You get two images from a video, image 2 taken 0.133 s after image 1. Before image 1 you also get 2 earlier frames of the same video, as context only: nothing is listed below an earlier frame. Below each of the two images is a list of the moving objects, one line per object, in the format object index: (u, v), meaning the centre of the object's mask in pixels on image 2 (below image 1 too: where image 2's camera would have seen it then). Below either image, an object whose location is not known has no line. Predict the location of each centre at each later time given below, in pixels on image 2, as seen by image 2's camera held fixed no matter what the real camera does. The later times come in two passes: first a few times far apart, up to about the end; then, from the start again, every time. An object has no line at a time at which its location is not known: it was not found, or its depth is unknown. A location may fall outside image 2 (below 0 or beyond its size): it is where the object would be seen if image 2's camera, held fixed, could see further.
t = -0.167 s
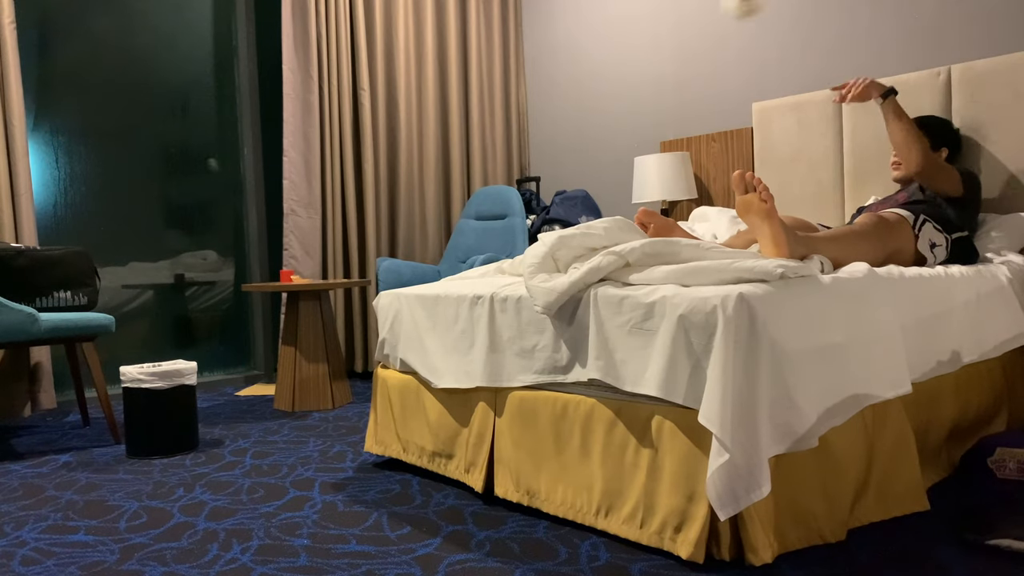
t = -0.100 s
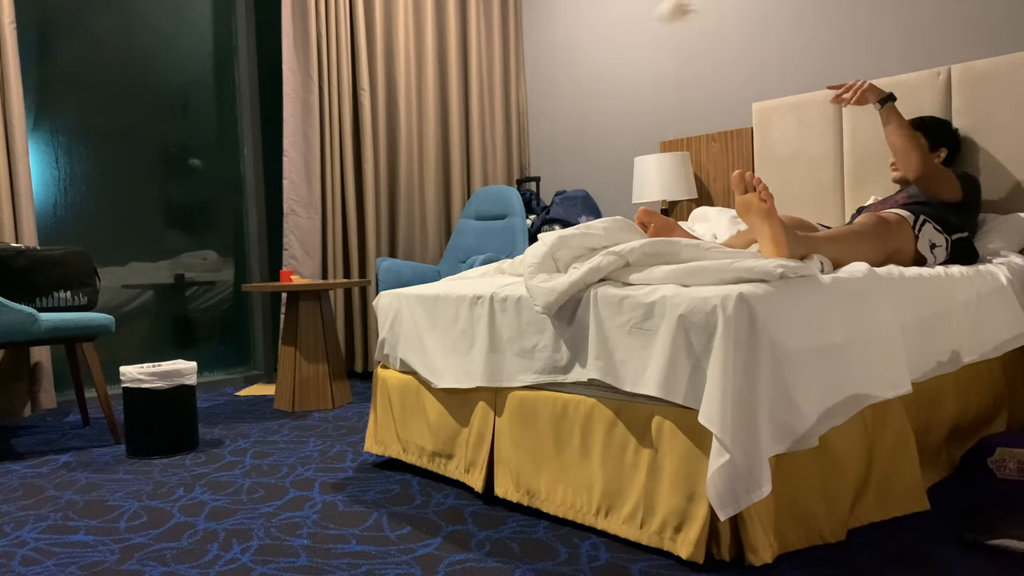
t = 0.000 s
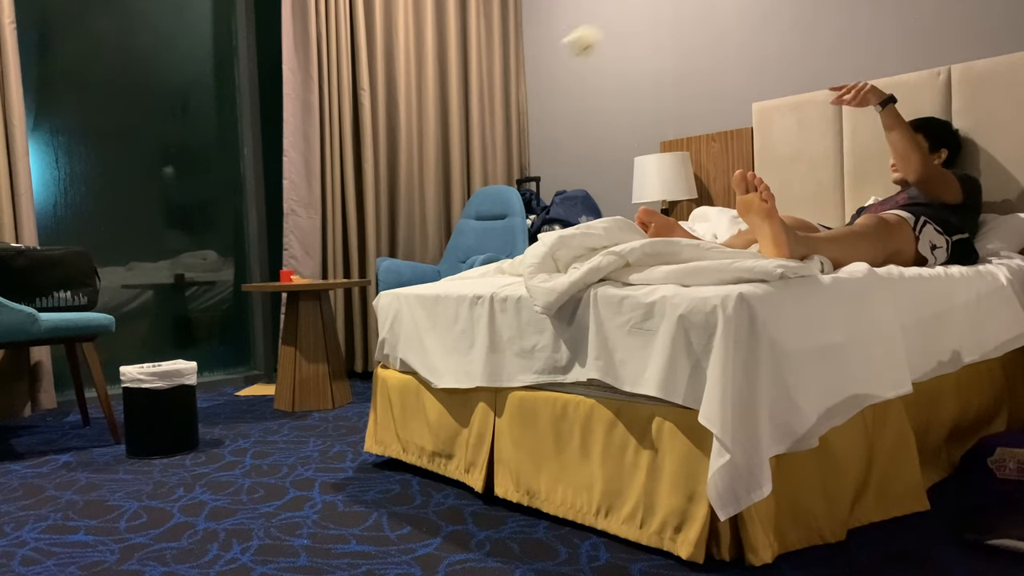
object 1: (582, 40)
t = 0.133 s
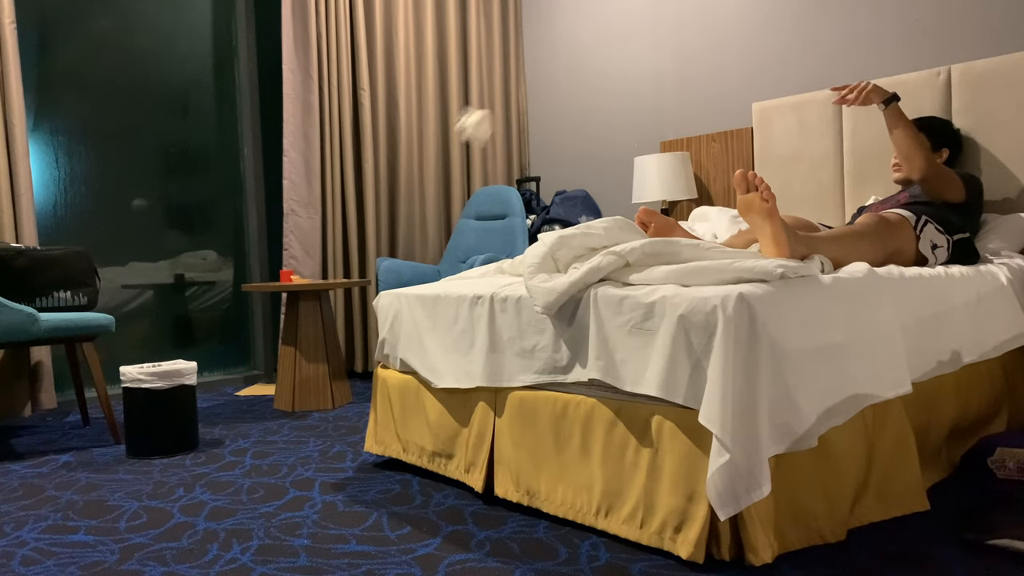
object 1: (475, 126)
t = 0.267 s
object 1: (391, 232)
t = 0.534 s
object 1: (293, 422)
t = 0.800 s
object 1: (298, 431)
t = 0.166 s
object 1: (452, 151)
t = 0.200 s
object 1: (431, 177)
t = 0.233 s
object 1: (410, 203)
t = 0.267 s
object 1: (391, 232)
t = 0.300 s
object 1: (371, 262)
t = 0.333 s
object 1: (355, 295)
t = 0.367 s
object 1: (336, 327)
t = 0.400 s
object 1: (319, 362)
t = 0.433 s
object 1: (304, 403)
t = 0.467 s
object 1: (294, 431)
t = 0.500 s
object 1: (293, 424)
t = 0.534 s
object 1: (293, 422)
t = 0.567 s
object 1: (294, 423)
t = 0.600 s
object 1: (294, 427)
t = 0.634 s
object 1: (295, 431)
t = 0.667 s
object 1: (294, 431)
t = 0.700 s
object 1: (295, 430)
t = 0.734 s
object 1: (295, 431)
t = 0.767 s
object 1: (297, 431)
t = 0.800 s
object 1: (298, 431)
